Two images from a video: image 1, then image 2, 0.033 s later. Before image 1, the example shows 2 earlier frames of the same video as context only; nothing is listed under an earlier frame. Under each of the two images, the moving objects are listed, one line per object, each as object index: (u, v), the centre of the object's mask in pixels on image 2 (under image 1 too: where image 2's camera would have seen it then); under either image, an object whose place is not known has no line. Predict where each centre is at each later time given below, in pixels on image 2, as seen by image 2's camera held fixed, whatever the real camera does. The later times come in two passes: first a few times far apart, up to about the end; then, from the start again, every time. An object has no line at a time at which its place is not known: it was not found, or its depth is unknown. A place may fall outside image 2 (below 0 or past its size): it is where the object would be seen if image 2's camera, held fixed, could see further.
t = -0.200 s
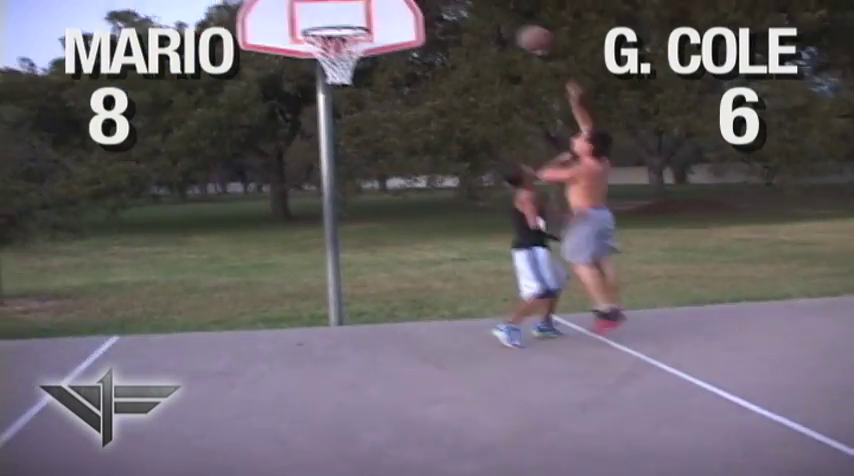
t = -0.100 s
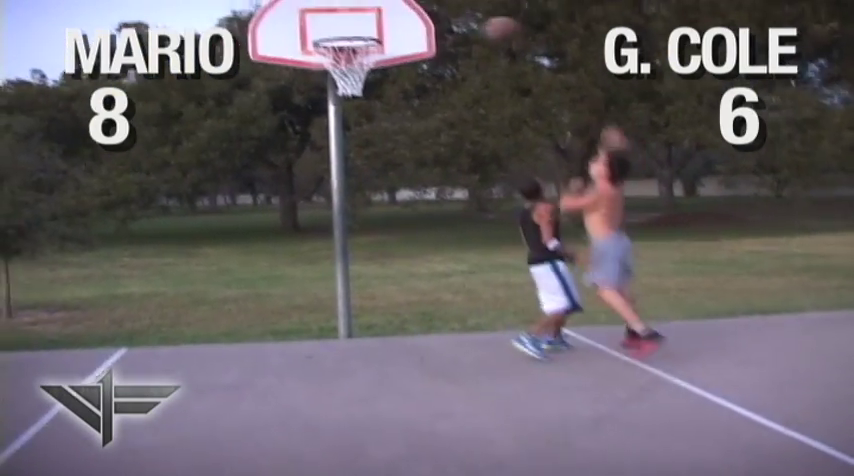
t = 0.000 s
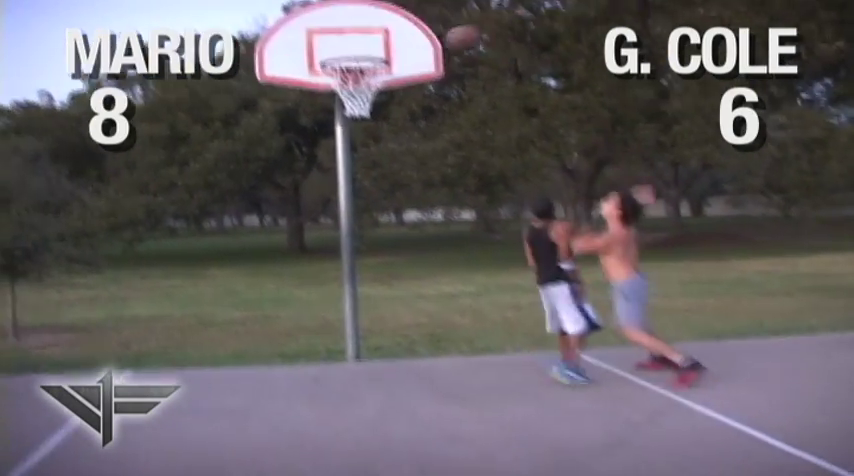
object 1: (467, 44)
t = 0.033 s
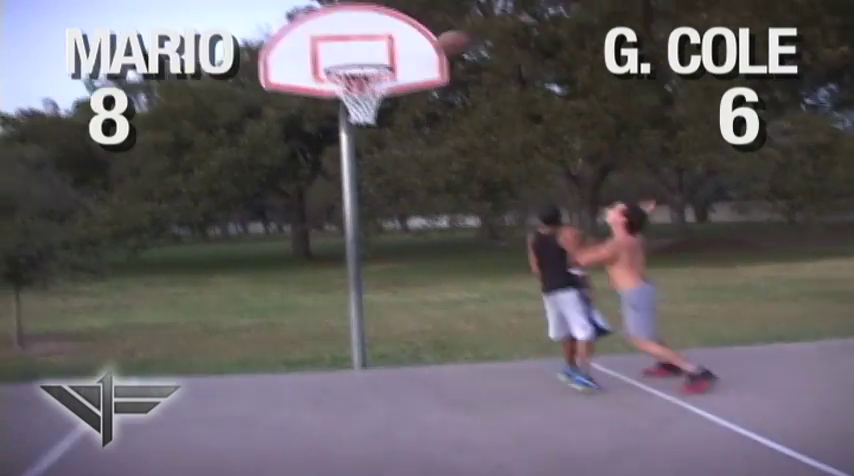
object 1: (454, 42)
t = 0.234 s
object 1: (364, 59)
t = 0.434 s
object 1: (336, 50)
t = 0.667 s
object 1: (332, 62)
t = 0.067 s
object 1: (440, 43)
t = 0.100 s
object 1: (423, 45)
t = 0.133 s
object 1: (408, 47)
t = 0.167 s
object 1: (394, 51)
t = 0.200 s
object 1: (379, 55)
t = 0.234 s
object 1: (364, 59)
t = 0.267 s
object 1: (352, 60)
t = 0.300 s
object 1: (346, 60)
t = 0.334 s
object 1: (340, 61)
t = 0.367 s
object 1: (336, 59)
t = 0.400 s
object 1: (337, 54)
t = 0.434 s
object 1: (336, 50)
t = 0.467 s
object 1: (336, 48)
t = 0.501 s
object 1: (336, 48)
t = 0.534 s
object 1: (335, 48)
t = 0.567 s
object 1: (334, 49)
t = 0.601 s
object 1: (334, 52)
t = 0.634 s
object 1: (332, 56)
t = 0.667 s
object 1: (332, 62)
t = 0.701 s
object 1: (333, 69)
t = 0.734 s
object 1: (331, 77)
